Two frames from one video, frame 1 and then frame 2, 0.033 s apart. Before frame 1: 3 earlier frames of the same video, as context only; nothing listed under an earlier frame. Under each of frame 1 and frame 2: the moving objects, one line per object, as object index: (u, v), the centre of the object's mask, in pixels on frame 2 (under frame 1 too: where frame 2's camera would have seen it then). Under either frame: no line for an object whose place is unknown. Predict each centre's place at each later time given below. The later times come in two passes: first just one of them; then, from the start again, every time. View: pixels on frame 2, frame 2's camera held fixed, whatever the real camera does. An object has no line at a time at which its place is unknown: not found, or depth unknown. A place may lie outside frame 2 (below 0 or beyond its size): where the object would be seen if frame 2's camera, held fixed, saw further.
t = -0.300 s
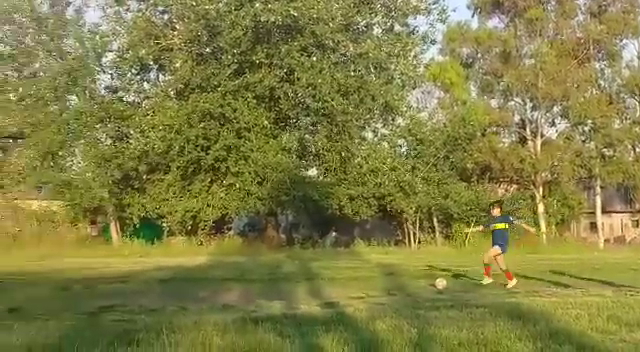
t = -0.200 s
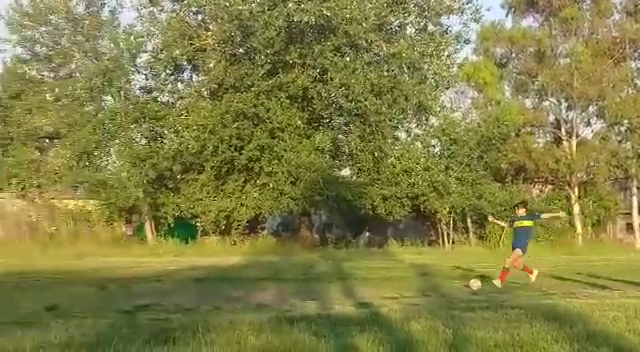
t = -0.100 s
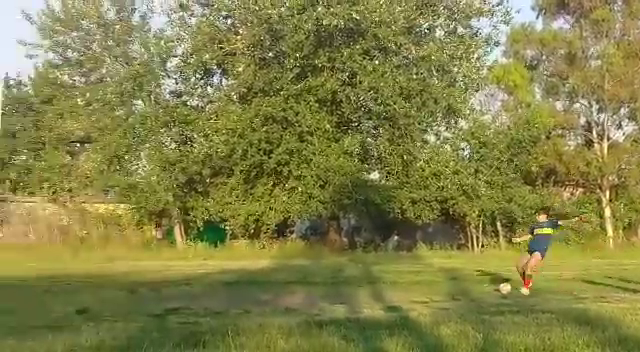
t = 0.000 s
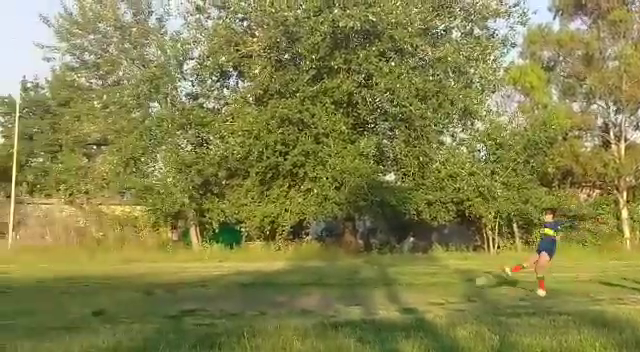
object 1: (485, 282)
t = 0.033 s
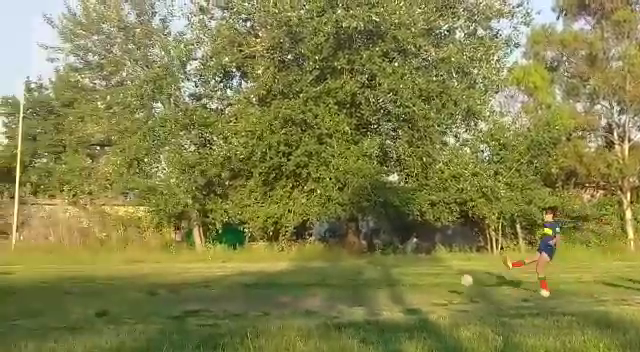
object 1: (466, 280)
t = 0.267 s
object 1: (322, 276)
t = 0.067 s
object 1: (448, 278)
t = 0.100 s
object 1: (428, 276)
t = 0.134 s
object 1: (409, 275)
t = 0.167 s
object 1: (389, 274)
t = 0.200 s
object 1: (367, 274)
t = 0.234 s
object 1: (345, 274)
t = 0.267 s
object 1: (322, 276)
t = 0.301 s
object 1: (300, 278)
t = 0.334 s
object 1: (275, 281)
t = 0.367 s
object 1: (250, 284)
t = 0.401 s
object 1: (223, 290)
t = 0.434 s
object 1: (195, 295)
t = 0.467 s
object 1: (166, 303)
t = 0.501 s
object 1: (140, 302)
